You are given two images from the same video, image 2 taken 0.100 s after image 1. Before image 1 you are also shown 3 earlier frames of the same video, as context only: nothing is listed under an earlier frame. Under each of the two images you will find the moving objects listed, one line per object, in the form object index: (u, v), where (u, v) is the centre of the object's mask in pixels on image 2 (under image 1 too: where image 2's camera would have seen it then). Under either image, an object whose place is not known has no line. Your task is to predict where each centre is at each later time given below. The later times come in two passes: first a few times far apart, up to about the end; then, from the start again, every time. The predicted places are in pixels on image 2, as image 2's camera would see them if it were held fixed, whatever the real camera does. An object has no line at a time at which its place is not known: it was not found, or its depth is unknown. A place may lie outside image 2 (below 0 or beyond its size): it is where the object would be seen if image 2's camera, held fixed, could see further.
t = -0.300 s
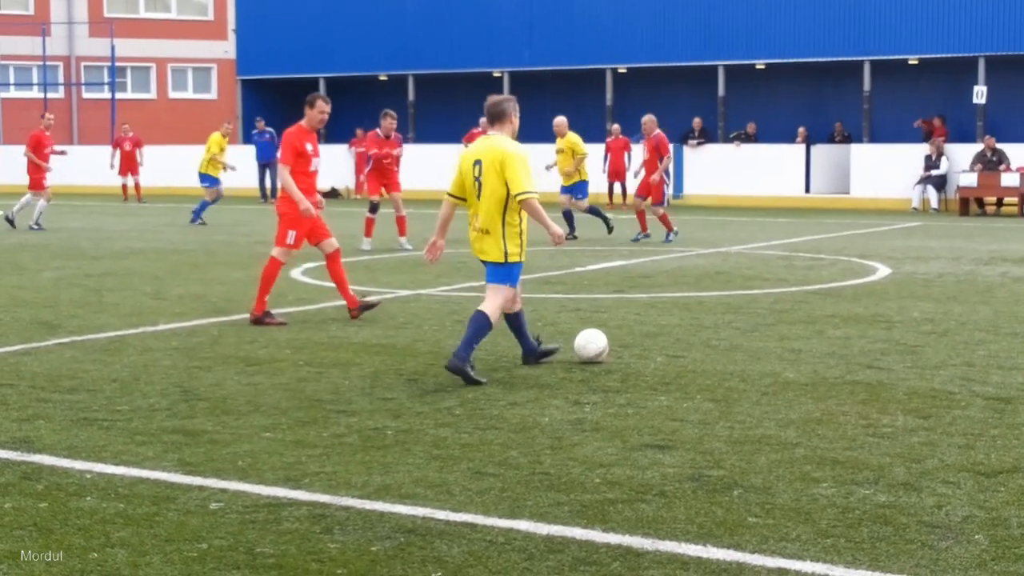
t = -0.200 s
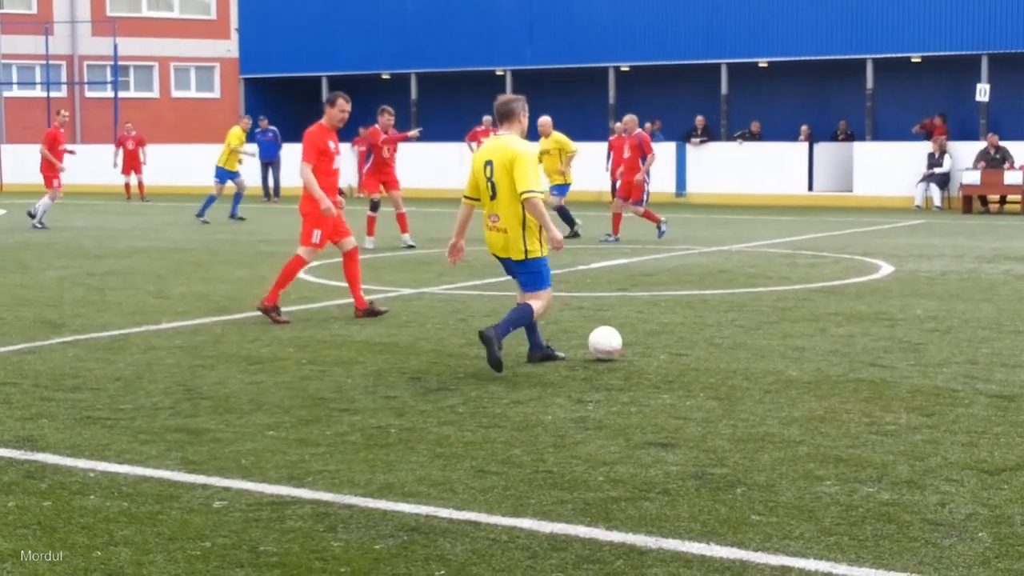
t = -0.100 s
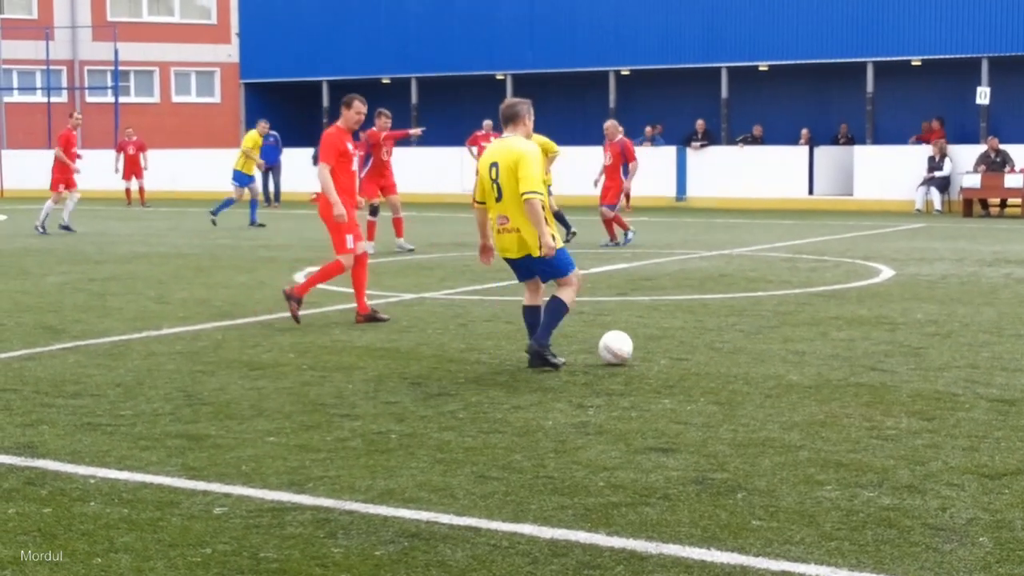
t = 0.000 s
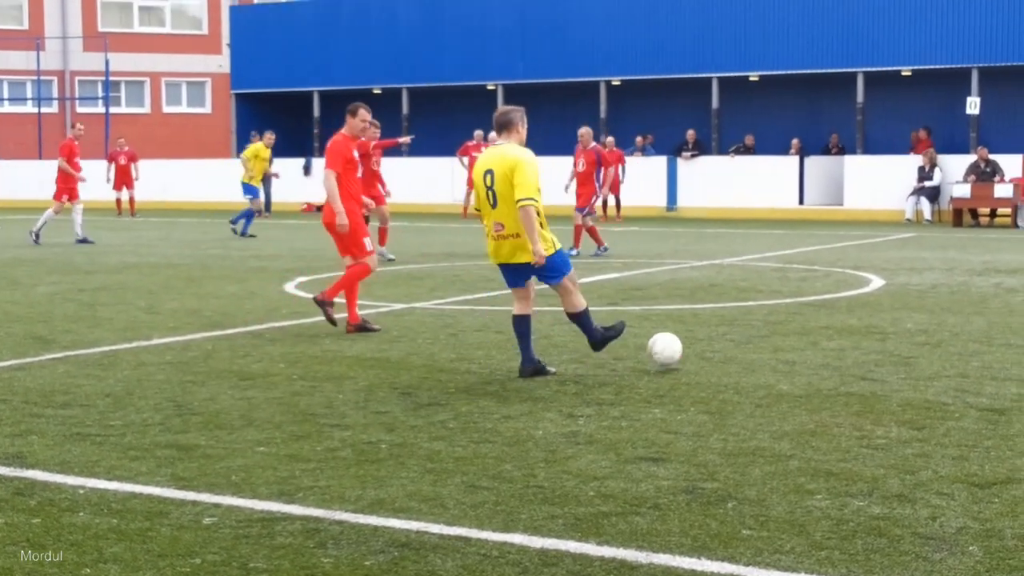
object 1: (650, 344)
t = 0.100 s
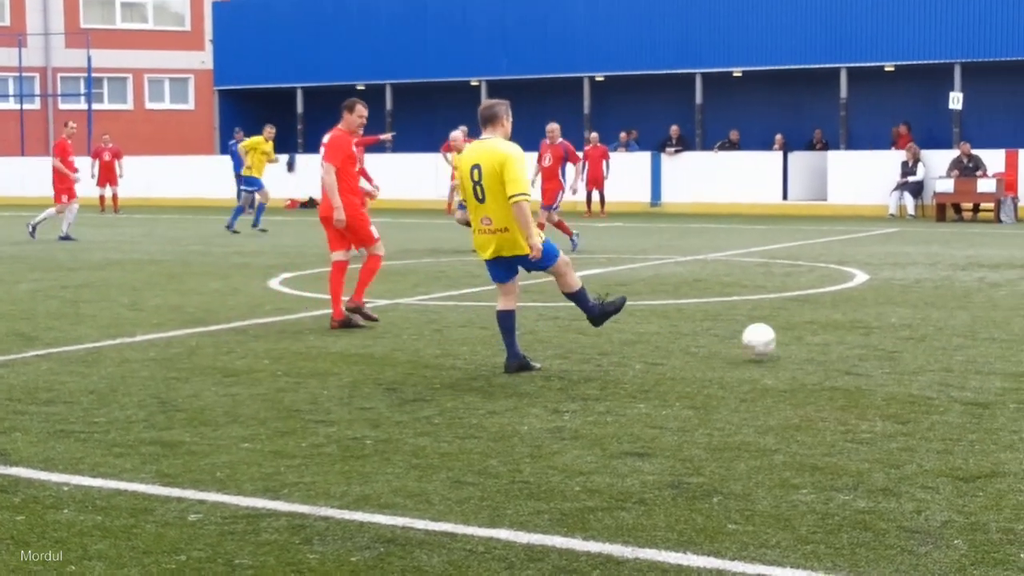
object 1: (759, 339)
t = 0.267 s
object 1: (915, 337)
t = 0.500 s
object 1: (1089, 328)
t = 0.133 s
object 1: (795, 342)
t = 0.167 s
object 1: (827, 341)
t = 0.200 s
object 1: (857, 338)
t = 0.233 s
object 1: (886, 337)
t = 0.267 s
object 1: (915, 337)
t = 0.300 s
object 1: (942, 335)
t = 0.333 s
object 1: (967, 334)
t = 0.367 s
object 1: (992, 333)
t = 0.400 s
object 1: (1017, 332)
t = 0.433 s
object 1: (1042, 330)
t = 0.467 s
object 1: (1065, 329)
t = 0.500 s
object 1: (1089, 328)
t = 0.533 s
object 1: (1112, 326)
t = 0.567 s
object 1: (1135, 325)
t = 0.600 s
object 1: (1157, 323)
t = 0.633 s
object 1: (1181, 323)
